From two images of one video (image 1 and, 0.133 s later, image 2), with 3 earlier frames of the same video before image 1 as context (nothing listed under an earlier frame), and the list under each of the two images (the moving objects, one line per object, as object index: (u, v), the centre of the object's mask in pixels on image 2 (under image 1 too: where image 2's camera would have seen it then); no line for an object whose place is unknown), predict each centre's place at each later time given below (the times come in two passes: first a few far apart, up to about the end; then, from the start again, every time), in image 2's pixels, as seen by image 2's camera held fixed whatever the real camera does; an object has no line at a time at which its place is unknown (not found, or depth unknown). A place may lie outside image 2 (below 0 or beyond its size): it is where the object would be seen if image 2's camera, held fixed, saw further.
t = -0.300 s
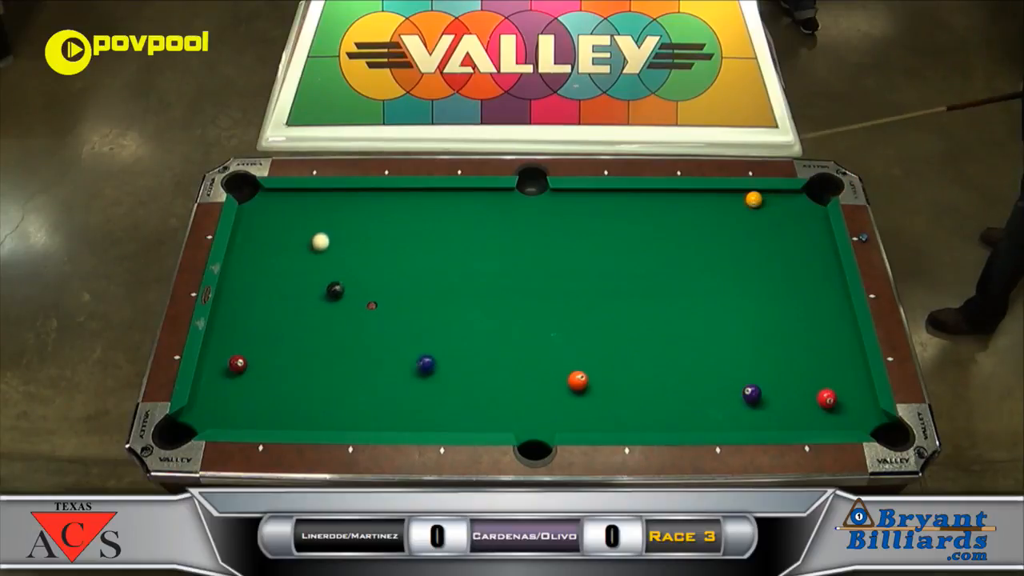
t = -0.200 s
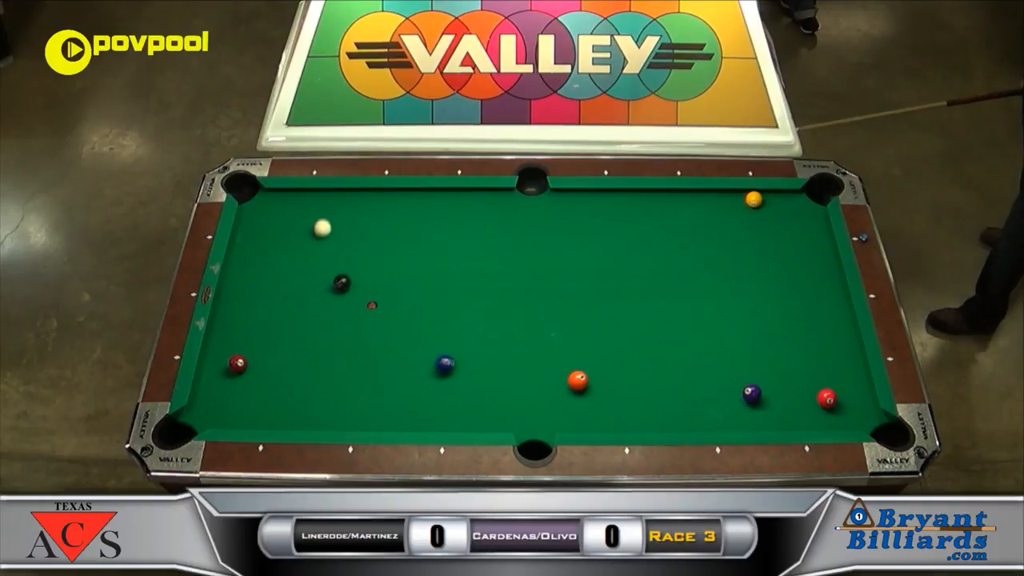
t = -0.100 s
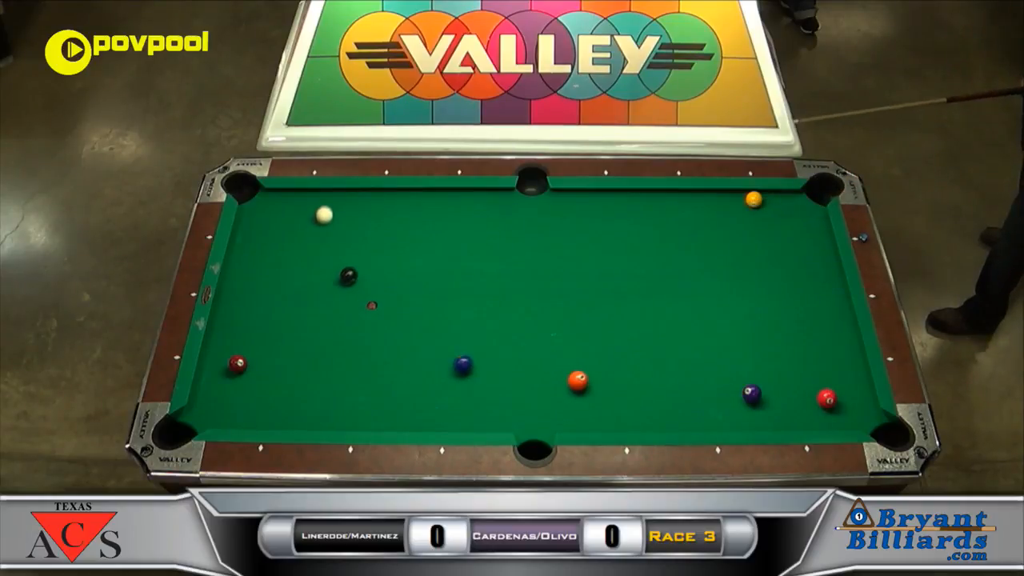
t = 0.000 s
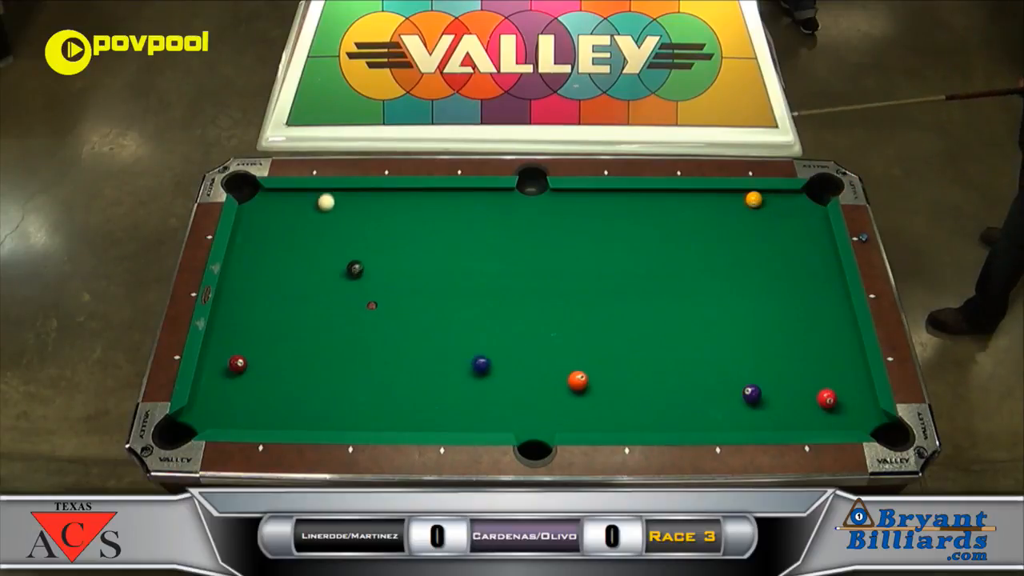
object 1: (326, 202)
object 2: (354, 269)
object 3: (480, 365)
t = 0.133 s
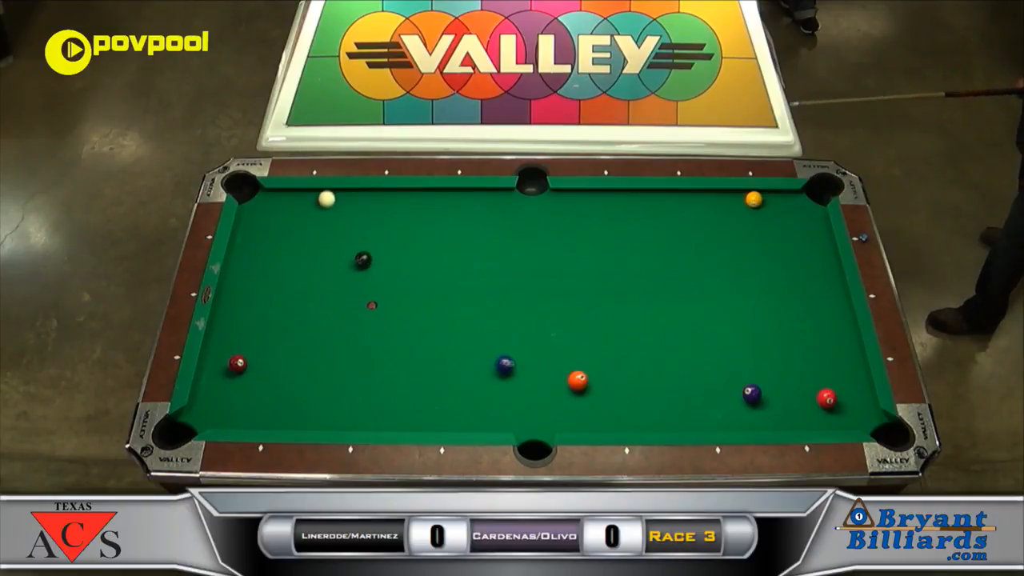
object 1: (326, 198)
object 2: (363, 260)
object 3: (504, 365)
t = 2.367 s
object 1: (309, 342)
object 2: (468, 210)
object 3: (786, 339)
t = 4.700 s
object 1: (308, 387)
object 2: (494, 222)
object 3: (830, 326)
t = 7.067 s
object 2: (494, 222)
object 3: (829, 325)
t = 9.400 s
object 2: (494, 222)
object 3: (829, 326)
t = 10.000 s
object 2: (494, 222)
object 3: (829, 326)
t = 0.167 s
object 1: (326, 201)
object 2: (365, 258)
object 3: (510, 365)
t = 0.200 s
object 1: (325, 204)
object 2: (367, 255)
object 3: (515, 365)
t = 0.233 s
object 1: (325, 206)
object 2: (369, 253)
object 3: (521, 366)
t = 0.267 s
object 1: (325, 209)
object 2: (370, 251)
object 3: (527, 366)
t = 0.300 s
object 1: (325, 211)
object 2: (372, 249)
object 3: (532, 366)
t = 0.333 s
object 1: (324, 214)
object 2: (374, 247)
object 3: (538, 366)
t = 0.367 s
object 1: (324, 216)
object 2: (376, 245)
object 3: (543, 366)
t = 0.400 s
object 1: (323, 219)
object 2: (378, 243)
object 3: (549, 366)
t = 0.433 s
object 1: (323, 221)
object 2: (380, 241)
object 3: (554, 366)
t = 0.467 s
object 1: (323, 223)
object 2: (382, 239)
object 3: (560, 366)
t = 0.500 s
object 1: (322, 226)
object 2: (384, 237)
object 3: (566, 365)
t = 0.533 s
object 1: (322, 228)
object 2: (385, 236)
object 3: (571, 364)
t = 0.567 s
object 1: (322, 231)
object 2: (387, 234)
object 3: (576, 364)
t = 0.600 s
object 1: (322, 233)
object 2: (389, 232)
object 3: (581, 363)
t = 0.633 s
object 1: (321, 236)
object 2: (390, 230)
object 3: (586, 364)
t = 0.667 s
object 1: (321, 238)
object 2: (392, 229)
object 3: (591, 363)
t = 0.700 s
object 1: (320, 241)
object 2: (394, 227)
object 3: (596, 363)
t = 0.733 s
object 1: (320, 243)
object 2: (395, 225)
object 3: (601, 363)
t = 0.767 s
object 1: (320, 245)
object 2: (397, 224)
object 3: (606, 363)
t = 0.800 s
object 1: (320, 247)
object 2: (399, 222)
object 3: (610, 362)
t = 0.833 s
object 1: (319, 250)
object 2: (400, 220)
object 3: (615, 361)
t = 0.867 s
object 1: (319, 252)
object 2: (402, 219)
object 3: (620, 360)
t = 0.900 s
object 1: (318, 255)
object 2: (404, 217)
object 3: (625, 360)
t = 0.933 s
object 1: (318, 257)
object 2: (405, 215)
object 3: (629, 359)
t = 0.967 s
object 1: (318, 259)
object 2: (407, 214)
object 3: (633, 359)
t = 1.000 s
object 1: (318, 262)
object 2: (408, 212)
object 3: (638, 358)
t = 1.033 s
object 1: (317, 264)
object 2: (410, 211)
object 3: (642, 357)
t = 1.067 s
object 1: (317, 266)
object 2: (411, 210)
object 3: (647, 357)
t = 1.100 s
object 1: (317, 268)
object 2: (413, 208)
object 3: (651, 356)
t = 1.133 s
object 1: (317, 270)
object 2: (414, 207)
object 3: (655, 356)
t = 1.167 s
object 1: (316, 273)
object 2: (416, 205)
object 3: (660, 355)
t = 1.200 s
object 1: (316, 275)
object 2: (418, 204)
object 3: (664, 355)
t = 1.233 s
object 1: (316, 277)
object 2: (419, 202)
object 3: (668, 355)
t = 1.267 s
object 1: (316, 279)
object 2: (420, 201)
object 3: (673, 354)
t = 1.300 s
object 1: (316, 281)
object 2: (421, 200)
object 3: (677, 353)
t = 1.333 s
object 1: (315, 284)
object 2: (423, 199)
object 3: (681, 353)
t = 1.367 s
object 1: (315, 286)
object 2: (424, 197)
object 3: (685, 352)
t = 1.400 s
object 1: (315, 288)
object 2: (426, 196)
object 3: (688, 351)
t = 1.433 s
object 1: (315, 290)
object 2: (427, 195)
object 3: (693, 351)
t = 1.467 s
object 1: (315, 292)
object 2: (428, 195)
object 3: (697, 351)
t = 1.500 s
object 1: (314, 294)
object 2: (430, 196)
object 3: (700, 350)
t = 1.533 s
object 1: (314, 296)
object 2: (432, 196)
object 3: (704, 350)
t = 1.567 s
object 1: (314, 298)
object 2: (433, 196)
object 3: (708, 349)
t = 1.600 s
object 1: (314, 300)
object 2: (435, 197)
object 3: (711, 349)
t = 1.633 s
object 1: (314, 302)
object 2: (437, 198)
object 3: (715, 348)
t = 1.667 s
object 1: (313, 305)
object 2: (439, 198)
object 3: (719, 348)
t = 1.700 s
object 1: (313, 307)
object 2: (440, 199)
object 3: (723, 347)
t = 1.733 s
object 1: (313, 309)
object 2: (442, 199)
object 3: (726, 347)
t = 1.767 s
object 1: (313, 310)
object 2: (444, 200)
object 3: (730, 347)
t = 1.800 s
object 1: (312, 312)
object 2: (445, 200)
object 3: (733, 346)
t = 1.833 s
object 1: (312, 314)
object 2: (446, 201)
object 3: (737, 346)
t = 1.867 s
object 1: (312, 316)
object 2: (448, 202)
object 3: (740, 345)
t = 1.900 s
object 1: (312, 318)
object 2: (450, 202)
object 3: (744, 345)
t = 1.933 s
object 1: (311, 320)
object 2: (451, 203)
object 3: (747, 344)
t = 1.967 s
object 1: (311, 322)
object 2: (452, 204)
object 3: (750, 344)
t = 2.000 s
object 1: (311, 324)
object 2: (454, 204)
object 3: (753, 343)
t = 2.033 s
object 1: (311, 325)
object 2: (455, 204)
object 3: (756, 343)
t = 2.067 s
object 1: (311, 327)
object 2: (456, 205)
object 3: (759, 342)
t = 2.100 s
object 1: (311, 329)
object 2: (458, 206)
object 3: (762, 342)
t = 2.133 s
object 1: (310, 331)
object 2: (459, 206)
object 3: (765, 342)
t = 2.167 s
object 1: (310, 332)
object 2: (460, 207)
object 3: (769, 341)
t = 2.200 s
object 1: (310, 334)
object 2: (462, 207)
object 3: (772, 341)
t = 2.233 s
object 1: (310, 336)
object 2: (463, 208)
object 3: (774, 341)
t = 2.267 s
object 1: (310, 337)
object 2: (464, 208)
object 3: (777, 340)
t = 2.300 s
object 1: (310, 339)
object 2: (465, 209)
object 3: (780, 340)
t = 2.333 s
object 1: (310, 341)
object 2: (467, 209)
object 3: (783, 339)
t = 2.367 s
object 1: (309, 342)
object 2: (468, 210)
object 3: (786, 339)
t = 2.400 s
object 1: (309, 344)
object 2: (469, 211)
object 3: (788, 339)
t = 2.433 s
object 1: (309, 345)
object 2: (470, 211)
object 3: (791, 338)
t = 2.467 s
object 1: (309, 347)
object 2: (471, 211)
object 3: (794, 338)
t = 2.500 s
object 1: (309, 348)
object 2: (472, 212)
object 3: (796, 337)
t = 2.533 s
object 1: (309, 350)
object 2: (473, 212)
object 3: (799, 337)
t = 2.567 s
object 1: (309, 351)
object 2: (474, 213)
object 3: (801, 336)
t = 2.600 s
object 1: (309, 352)
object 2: (475, 213)
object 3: (803, 336)
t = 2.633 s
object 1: (309, 354)
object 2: (476, 214)
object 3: (806, 335)
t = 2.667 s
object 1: (309, 355)
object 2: (477, 214)
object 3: (808, 335)
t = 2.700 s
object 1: (309, 356)
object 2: (478, 214)
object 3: (810, 335)
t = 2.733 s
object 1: (308, 358)
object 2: (479, 215)
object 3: (812, 334)
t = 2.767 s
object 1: (308, 359)
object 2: (480, 215)
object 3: (815, 334)
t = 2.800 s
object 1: (308, 360)
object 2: (481, 215)
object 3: (817, 333)
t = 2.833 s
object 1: (308, 362)
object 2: (481, 216)
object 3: (819, 333)
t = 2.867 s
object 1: (308, 363)
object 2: (482, 216)
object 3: (821, 333)
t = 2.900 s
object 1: (308, 364)
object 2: (483, 217)
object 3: (823, 332)
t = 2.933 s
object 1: (308, 365)
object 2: (483, 217)
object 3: (825, 332)
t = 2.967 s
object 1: (308, 366)
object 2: (484, 217)
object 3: (827, 331)
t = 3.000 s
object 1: (308, 367)
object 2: (485, 218)
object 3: (829, 331)
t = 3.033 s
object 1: (308, 368)
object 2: (486, 218)
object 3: (831, 331)
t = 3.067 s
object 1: (307, 369)
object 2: (486, 218)
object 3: (833, 331)
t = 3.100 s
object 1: (307, 370)
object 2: (487, 219)
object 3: (835, 330)
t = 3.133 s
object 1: (307, 371)
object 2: (487, 219)
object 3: (836, 329)
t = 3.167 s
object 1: (307, 372)
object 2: (488, 219)
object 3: (838, 329)
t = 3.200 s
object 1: (307, 373)
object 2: (489, 219)
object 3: (840, 329)
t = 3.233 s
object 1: (307, 374)
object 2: (489, 219)
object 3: (841, 328)
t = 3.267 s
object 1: (307, 375)
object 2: (490, 219)
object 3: (843, 328)
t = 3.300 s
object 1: (307, 376)
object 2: (490, 220)
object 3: (845, 328)
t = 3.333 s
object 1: (307, 377)
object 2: (491, 220)
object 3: (847, 328)
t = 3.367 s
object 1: (307, 377)
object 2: (491, 220)
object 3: (849, 328)
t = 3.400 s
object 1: (307, 378)
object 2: (491, 220)
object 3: (850, 328)
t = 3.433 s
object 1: (307, 379)
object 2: (492, 220)
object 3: (850, 328)
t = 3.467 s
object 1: (307, 379)
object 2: (492, 221)
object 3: (850, 328)
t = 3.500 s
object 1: (307, 380)
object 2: (493, 221)
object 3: (849, 328)
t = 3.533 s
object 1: (307, 381)
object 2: (493, 221)
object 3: (848, 327)
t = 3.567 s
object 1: (307, 381)
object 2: (493, 221)
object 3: (847, 327)
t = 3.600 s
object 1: (307, 382)
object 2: (493, 221)
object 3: (845, 326)
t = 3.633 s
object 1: (307, 383)
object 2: (494, 221)
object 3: (844, 326)
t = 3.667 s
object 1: (307, 383)
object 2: (494, 221)
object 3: (844, 326)
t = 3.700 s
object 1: (307, 383)
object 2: (494, 221)
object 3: (843, 326)
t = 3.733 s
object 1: (307, 384)
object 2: (494, 222)
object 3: (842, 326)
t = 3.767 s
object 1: (307, 384)
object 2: (494, 222)
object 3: (841, 325)
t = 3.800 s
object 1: (307, 385)
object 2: (494, 222)
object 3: (840, 325)
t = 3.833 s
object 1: (307, 385)
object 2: (494, 222)
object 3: (839, 325)
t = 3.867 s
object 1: (307, 385)
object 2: (494, 222)
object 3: (838, 325)
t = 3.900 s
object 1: (307, 386)
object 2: (494, 222)
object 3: (838, 325)
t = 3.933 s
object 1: (307, 386)
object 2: (494, 222)
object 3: (837, 325)
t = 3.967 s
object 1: (308, 386)
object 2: (494, 222)
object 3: (837, 325)
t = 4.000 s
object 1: (307, 386)
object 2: (494, 222)
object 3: (836, 325)
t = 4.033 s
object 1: (308, 386)
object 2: (494, 222)
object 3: (836, 325)
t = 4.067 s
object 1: (308, 387)
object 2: (494, 222)
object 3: (835, 325)
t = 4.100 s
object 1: (308, 387)
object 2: (494, 222)
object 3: (835, 325)
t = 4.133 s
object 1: (308, 387)
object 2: (494, 222)
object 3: (834, 325)
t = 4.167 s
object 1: (308, 387)
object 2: (494, 222)
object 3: (834, 325)
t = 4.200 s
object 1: (308, 387)
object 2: (494, 222)
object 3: (833, 325)
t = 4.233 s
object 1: (308, 387)
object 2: (494, 222)
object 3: (833, 325)
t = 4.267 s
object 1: (308, 387)
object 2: (494, 222)
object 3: (832, 325)
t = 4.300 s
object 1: (308, 387)
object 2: (494, 222)
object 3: (832, 325)
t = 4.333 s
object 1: (308, 387)
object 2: (494, 222)
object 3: (832, 325)
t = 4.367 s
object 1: (308, 387)
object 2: (494, 222)
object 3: (832, 325)
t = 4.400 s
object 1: (308, 387)
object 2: (494, 222)
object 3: (831, 325)
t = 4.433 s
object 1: (308, 387)
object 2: (494, 222)
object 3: (831, 325)
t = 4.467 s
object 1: (308, 387)
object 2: (494, 222)
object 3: (831, 325)
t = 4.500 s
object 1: (308, 387)
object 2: (494, 222)
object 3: (831, 326)
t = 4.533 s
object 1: (308, 387)
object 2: (494, 222)
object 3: (831, 326)
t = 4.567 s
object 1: (308, 387)
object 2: (494, 222)
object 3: (831, 326)
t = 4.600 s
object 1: (308, 387)
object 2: (494, 222)
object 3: (831, 326)
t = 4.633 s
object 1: (308, 387)
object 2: (494, 222)
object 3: (830, 326)
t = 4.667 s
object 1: (308, 387)
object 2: (494, 222)
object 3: (831, 326)
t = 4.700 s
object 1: (308, 387)
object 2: (494, 222)
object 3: (830, 326)
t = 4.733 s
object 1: (308, 387)
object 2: (494, 222)
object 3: (830, 326)
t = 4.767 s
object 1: (308, 387)
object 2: (494, 222)
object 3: (830, 326)
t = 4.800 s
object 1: (308, 387)
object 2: (494, 222)
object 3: (830, 326)
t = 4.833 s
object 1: (308, 387)
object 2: (494, 222)
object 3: (830, 326)
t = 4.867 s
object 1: (308, 387)
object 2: (494, 222)
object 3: (830, 326)
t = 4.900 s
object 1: (308, 387)
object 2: (494, 222)
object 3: (829, 326)
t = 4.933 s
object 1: (308, 387)
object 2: (494, 222)
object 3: (829, 326)
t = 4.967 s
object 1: (308, 387)
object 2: (494, 222)
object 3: (829, 326)
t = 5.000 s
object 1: (308, 387)
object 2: (494, 222)
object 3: (829, 326)
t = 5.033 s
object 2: (494, 222)
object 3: (829, 326)
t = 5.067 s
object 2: (494, 222)
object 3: (829, 326)
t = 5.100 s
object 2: (494, 222)
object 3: (829, 326)
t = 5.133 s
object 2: (494, 222)
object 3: (829, 326)
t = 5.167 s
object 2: (494, 222)
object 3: (829, 326)
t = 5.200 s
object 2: (494, 222)
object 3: (829, 326)
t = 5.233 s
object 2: (494, 222)
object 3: (829, 326)
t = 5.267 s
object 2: (494, 222)
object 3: (829, 326)
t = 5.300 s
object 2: (494, 222)
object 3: (829, 326)
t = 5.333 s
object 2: (494, 222)
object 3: (829, 326)
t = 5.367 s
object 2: (494, 222)
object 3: (829, 326)
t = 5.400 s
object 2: (494, 222)
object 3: (829, 326)
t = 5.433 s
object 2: (494, 222)
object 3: (829, 326)
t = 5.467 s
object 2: (494, 222)
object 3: (829, 326)
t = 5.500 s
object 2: (494, 222)
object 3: (829, 326)
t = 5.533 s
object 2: (494, 222)
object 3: (829, 326)
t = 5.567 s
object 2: (494, 222)
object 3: (829, 326)
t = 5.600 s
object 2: (494, 222)
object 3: (829, 326)
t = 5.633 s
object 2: (494, 222)
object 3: (829, 326)
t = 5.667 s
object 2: (494, 222)
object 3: (829, 326)
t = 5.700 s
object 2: (494, 222)
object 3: (829, 326)
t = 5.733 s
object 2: (494, 222)
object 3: (829, 325)
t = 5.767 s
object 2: (494, 222)
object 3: (829, 325)
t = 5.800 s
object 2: (494, 222)
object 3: (829, 326)
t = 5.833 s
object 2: (494, 222)
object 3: (829, 325)
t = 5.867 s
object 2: (494, 222)
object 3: (829, 325)
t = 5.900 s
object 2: (494, 222)
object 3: (829, 326)
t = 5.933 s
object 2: (494, 222)
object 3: (829, 326)
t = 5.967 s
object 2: (494, 222)
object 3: (829, 325)
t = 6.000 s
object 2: (494, 222)
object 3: (829, 325)
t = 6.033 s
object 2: (494, 222)
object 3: (829, 325)
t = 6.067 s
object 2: (494, 222)
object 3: (829, 325)
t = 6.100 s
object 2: (494, 222)
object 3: (829, 325)
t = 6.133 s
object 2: (494, 222)
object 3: (829, 325)
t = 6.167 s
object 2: (494, 222)
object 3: (829, 325)
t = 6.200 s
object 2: (494, 222)
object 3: (829, 325)
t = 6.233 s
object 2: (494, 222)
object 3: (829, 325)
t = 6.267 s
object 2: (494, 222)
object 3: (829, 325)
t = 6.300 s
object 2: (494, 222)
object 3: (829, 325)
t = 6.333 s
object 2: (494, 222)
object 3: (829, 325)
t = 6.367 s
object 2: (494, 222)
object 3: (829, 325)
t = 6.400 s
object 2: (494, 222)
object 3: (829, 325)
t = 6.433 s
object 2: (494, 222)
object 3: (829, 325)
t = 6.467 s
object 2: (494, 222)
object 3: (829, 325)
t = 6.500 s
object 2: (494, 222)
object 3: (829, 325)
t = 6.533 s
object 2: (494, 222)
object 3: (829, 325)
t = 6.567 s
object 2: (494, 222)
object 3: (829, 325)
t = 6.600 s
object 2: (494, 222)
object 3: (829, 325)
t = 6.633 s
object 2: (494, 222)
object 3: (829, 325)
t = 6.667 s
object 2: (494, 222)
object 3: (829, 325)
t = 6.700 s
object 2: (494, 222)
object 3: (829, 326)
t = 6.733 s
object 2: (494, 222)
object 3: (829, 325)
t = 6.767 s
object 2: (494, 222)
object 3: (829, 325)
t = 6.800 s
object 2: (494, 222)
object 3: (829, 325)
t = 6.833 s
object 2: (494, 222)
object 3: (829, 325)
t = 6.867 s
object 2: (494, 222)
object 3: (829, 325)
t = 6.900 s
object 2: (494, 222)
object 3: (829, 325)
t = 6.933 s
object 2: (494, 222)
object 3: (829, 325)
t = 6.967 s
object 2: (494, 222)
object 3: (829, 325)
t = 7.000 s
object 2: (494, 222)
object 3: (829, 325)
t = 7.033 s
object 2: (494, 222)
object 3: (829, 325)
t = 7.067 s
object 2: (494, 222)
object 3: (829, 325)
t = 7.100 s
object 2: (494, 222)
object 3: (829, 325)
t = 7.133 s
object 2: (494, 222)
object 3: (829, 325)
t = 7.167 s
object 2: (494, 222)
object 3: (829, 325)
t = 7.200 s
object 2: (494, 222)
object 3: (829, 325)
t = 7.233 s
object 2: (494, 222)
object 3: (829, 325)
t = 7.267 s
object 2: (494, 222)
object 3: (829, 325)
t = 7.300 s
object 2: (494, 222)
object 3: (829, 325)
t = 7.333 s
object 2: (494, 222)
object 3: (829, 325)
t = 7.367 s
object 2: (494, 222)
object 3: (829, 325)
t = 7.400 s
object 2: (494, 222)
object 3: (829, 325)
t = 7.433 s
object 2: (494, 222)
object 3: (829, 325)
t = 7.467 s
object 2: (494, 222)
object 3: (829, 325)
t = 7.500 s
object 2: (494, 222)
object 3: (829, 325)
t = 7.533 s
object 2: (494, 222)
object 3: (829, 325)
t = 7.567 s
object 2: (494, 222)
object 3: (829, 325)
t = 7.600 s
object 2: (494, 222)
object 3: (829, 325)
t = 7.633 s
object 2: (494, 222)
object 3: (829, 325)
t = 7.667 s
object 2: (494, 222)
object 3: (829, 325)
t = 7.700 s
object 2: (494, 222)
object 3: (829, 325)
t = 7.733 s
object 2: (494, 222)
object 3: (829, 325)
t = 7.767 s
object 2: (494, 222)
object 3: (829, 325)
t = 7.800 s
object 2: (494, 222)
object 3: (829, 325)
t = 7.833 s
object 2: (494, 222)
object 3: (829, 325)
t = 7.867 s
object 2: (494, 222)
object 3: (829, 325)
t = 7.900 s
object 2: (494, 222)
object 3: (829, 325)
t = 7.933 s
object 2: (494, 222)
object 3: (829, 326)
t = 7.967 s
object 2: (494, 222)
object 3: (829, 326)
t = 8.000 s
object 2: (494, 222)
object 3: (829, 326)
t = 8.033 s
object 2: (494, 222)
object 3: (829, 325)
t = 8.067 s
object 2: (494, 222)
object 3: (829, 326)
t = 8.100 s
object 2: (494, 222)
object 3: (829, 325)
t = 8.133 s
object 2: (494, 222)
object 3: (829, 325)
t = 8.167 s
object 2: (494, 222)
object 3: (829, 326)
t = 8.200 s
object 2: (494, 222)
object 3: (829, 325)
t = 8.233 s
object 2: (494, 222)
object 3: (829, 325)
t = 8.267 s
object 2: (494, 222)
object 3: (829, 325)
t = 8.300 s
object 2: (494, 222)
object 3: (829, 326)
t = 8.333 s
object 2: (494, 222)
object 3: (829, 325)
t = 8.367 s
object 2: (494, 222)
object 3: (829, 325)
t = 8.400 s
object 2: (494, 222)
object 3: (829, 325)
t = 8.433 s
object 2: (494, 222)
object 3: (829, 325)
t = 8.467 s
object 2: (494, 222)
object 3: (829, 325)
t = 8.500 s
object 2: (494, 222)
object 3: (829, 326)
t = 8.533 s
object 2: (494, 222)
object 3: (829, 325)
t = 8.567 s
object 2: (494, 222)
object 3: (829, 325)
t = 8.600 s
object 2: (494, 222)
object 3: (829, 325)
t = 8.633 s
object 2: (494, 222)
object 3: (829, 325)
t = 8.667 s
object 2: (494, 222)
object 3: (829, 325)
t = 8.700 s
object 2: (494, 222)
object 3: (829, 325)
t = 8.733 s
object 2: (494, 222)
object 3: (829, 325)
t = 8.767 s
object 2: (494, 222)
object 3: (829, 325)
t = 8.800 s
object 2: (494, 222)
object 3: (829, 325)
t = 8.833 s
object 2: (494, 222)
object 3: (829, 325)
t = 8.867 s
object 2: (494, 222)
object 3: (829, 325)
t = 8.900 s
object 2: (494, 222)
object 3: (829, 326)
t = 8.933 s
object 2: (494, 222)
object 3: (829, 325)
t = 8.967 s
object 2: (494, 222)
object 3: (829, 325)
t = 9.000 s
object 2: (494, 222)
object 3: (829, 325)
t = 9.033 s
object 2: (494, 222)
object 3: (829, 325)
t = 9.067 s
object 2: (494, 222)
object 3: (829, 326)
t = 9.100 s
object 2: (494, 222)
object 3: (829, 325)
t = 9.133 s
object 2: (494, 222)
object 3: (829, 325)
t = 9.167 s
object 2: (494, 222)
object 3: (829, 326)
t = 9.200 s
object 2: (494, 222)
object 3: (829, 326)
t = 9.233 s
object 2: (494, 222)
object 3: (829, 326)
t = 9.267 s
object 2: (494, 222)
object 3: (829, 326)
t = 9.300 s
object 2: (494, 222)
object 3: (829, 326)
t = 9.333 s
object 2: (494, 222)
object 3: (829, 326)
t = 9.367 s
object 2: (494, 222)
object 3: (829, 326)
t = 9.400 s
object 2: (494, 222)
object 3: (829, 326)
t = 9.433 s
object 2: (494, 222)
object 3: (829, 326)
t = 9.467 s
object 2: (494, 222)
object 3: (829, 326)
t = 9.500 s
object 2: (494, 222)
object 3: (829, 326)
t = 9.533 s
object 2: (494, 222)
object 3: (829, 326)
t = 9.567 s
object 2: (494, 222)
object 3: (829, 326)
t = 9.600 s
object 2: (494, 222)
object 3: (829, 326)
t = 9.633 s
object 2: (494, 222)
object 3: (829, 326)
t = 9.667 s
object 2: (494, 222)
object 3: (829, 326)
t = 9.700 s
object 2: (494, 222)
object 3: (829, 326)
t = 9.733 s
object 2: (494, 222)
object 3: (829, 326)
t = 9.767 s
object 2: (494, 222)
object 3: (829, 326)
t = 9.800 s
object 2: (494, 222)
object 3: (829, 326)
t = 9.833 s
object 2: (494, 222)
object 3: (829, 326)
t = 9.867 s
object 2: (494, 222)
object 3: (829, 326)
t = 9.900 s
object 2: (494, 222)
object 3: (829, 326)
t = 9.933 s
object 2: (494, 222)
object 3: (829, 326)
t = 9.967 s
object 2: (494, 222)
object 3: (829, 326)
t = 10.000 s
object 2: (494, 222)
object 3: (829, 326)
